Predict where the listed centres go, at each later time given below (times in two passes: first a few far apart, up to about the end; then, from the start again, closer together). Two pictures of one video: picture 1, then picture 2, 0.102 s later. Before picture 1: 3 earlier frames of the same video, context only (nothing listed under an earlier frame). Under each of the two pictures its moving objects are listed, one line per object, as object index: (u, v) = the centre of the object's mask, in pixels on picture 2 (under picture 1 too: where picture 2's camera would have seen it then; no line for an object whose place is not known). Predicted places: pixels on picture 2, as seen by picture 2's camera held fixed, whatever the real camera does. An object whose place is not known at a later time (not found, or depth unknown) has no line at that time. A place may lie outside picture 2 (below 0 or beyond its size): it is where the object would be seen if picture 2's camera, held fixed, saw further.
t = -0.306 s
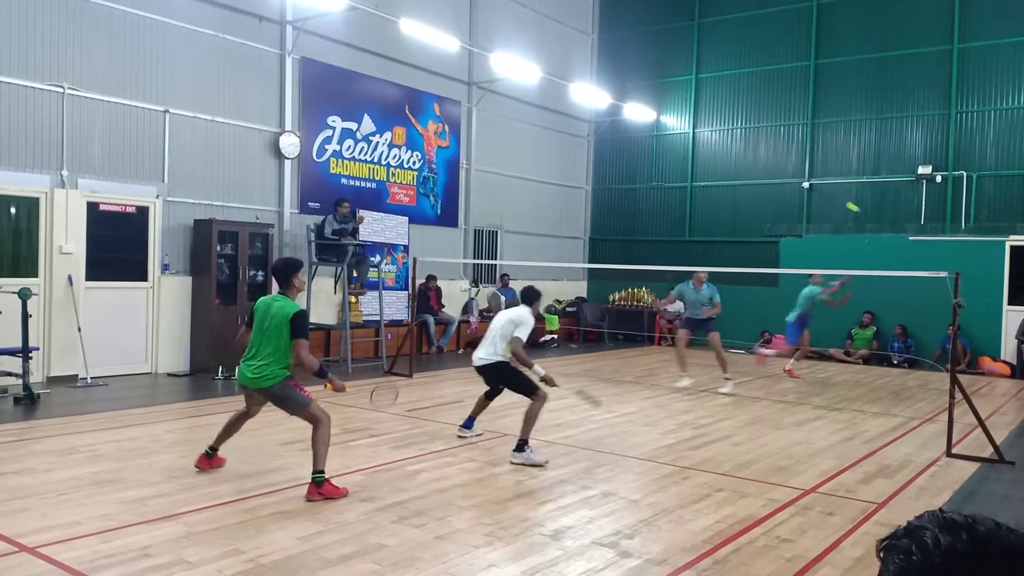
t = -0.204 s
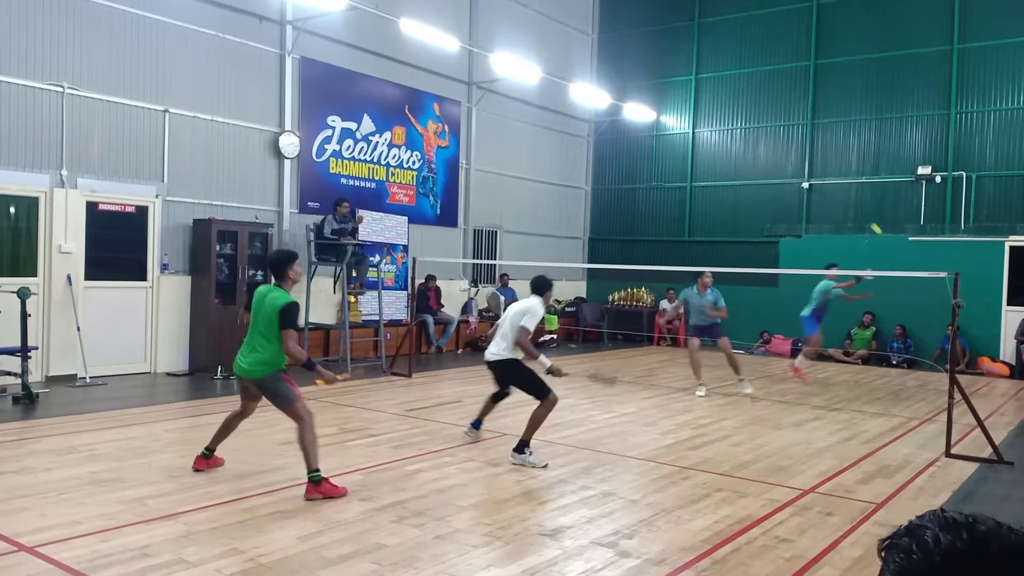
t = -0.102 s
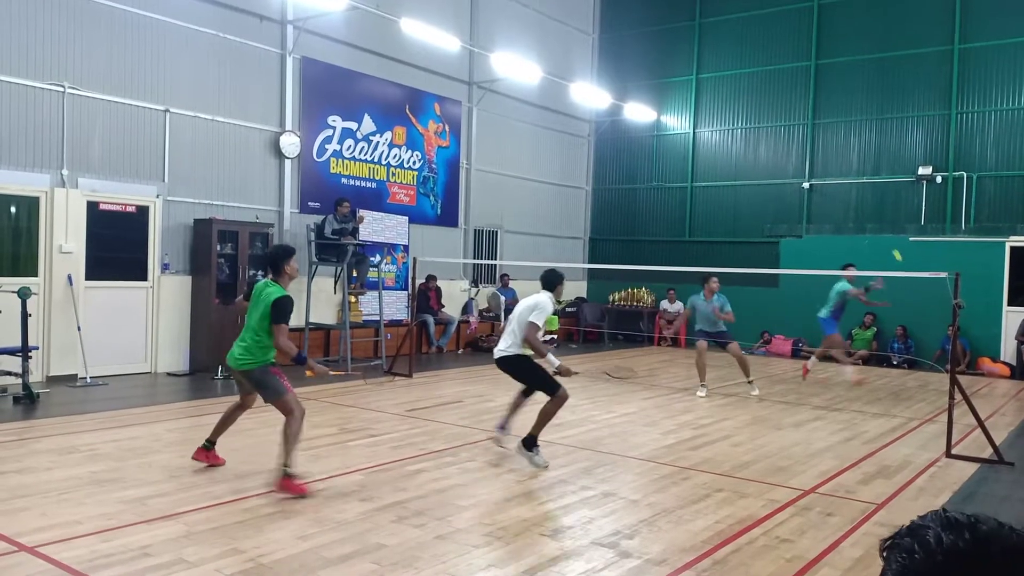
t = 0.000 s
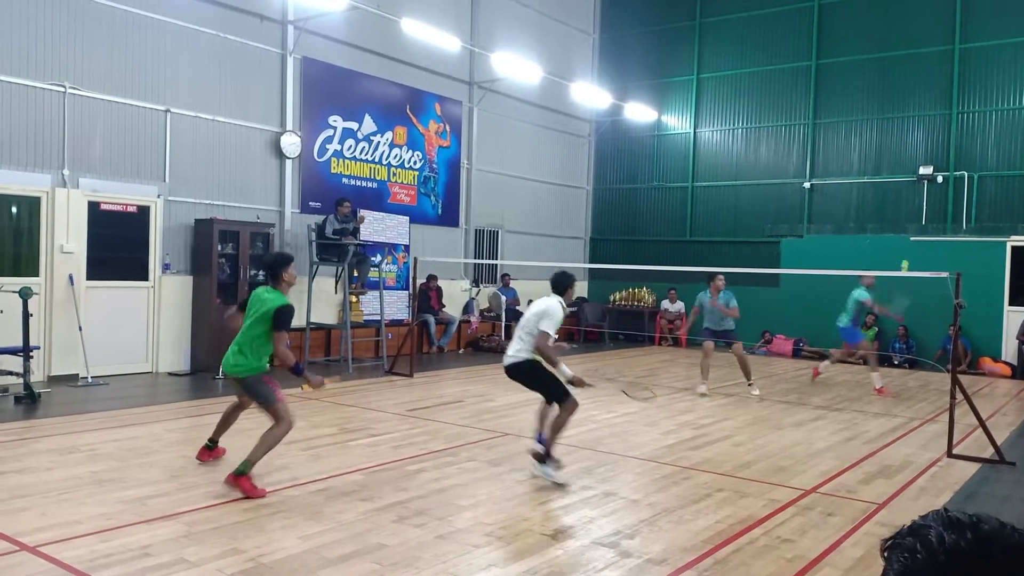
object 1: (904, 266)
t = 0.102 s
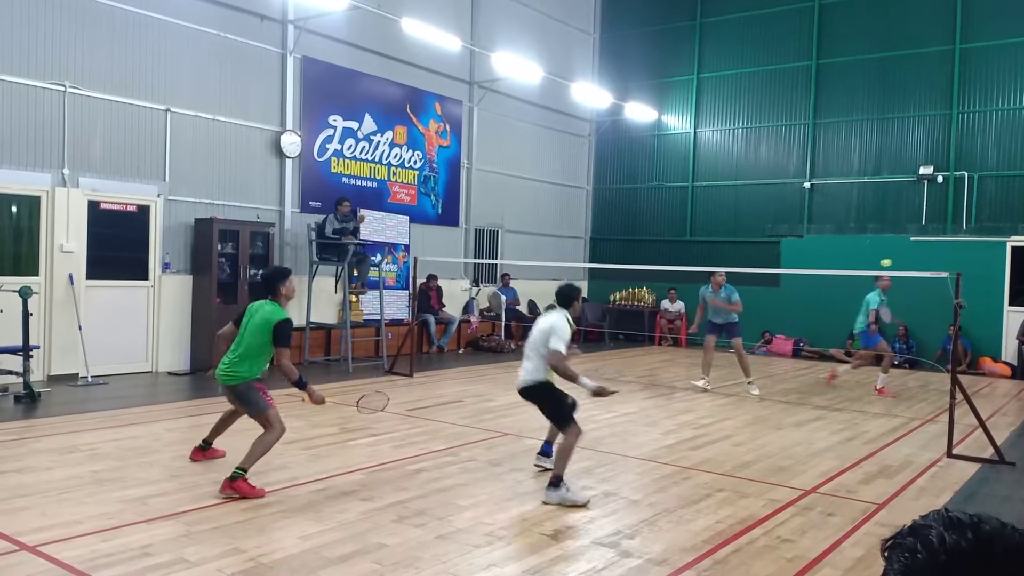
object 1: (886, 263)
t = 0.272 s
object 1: (854, 281)
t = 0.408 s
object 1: (828, 323)
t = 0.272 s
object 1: (854, 281)
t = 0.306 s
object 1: (848, 288)
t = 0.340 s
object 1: (841, 298)
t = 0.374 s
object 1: (835, 309)
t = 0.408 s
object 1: (828, 323)
